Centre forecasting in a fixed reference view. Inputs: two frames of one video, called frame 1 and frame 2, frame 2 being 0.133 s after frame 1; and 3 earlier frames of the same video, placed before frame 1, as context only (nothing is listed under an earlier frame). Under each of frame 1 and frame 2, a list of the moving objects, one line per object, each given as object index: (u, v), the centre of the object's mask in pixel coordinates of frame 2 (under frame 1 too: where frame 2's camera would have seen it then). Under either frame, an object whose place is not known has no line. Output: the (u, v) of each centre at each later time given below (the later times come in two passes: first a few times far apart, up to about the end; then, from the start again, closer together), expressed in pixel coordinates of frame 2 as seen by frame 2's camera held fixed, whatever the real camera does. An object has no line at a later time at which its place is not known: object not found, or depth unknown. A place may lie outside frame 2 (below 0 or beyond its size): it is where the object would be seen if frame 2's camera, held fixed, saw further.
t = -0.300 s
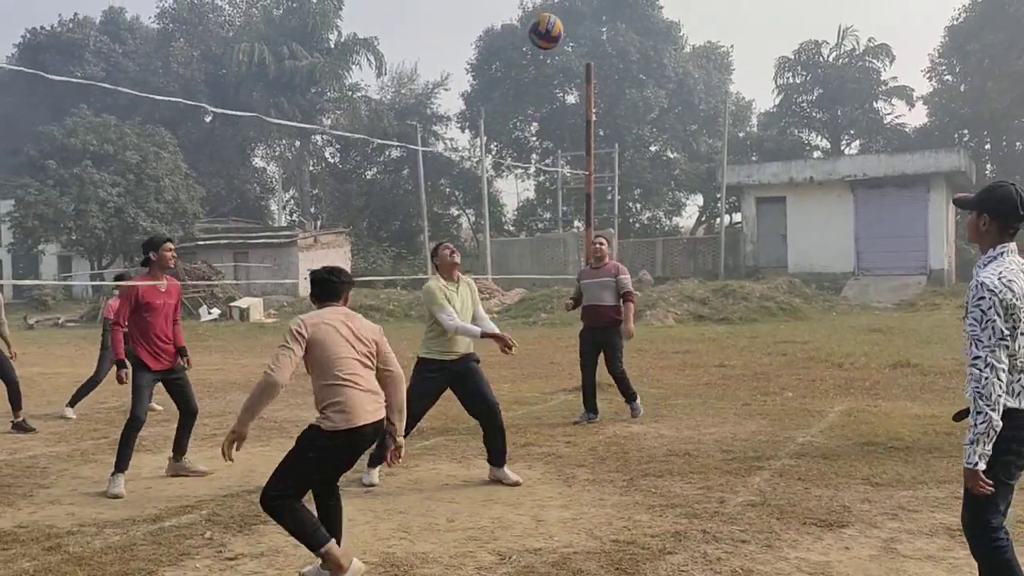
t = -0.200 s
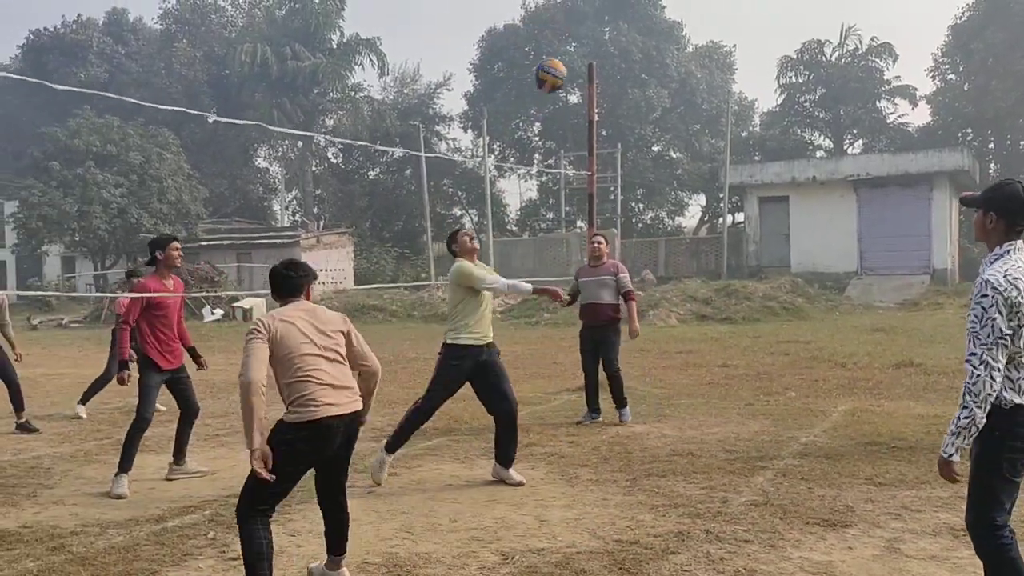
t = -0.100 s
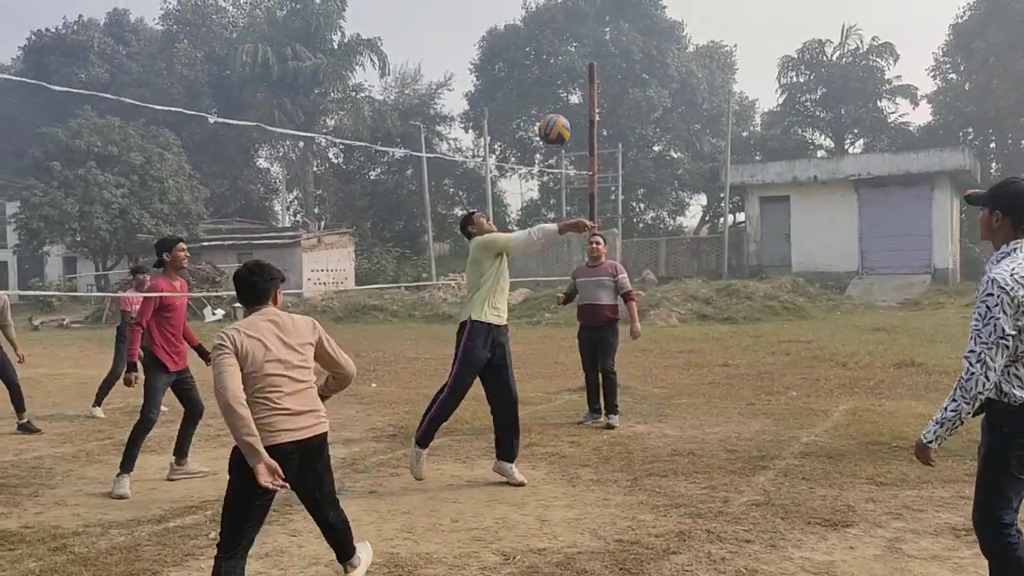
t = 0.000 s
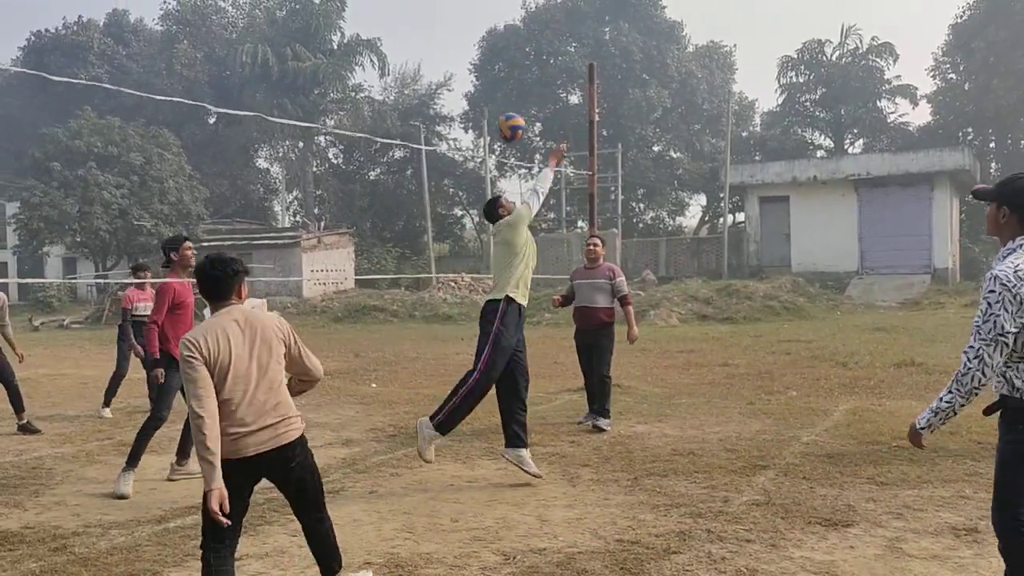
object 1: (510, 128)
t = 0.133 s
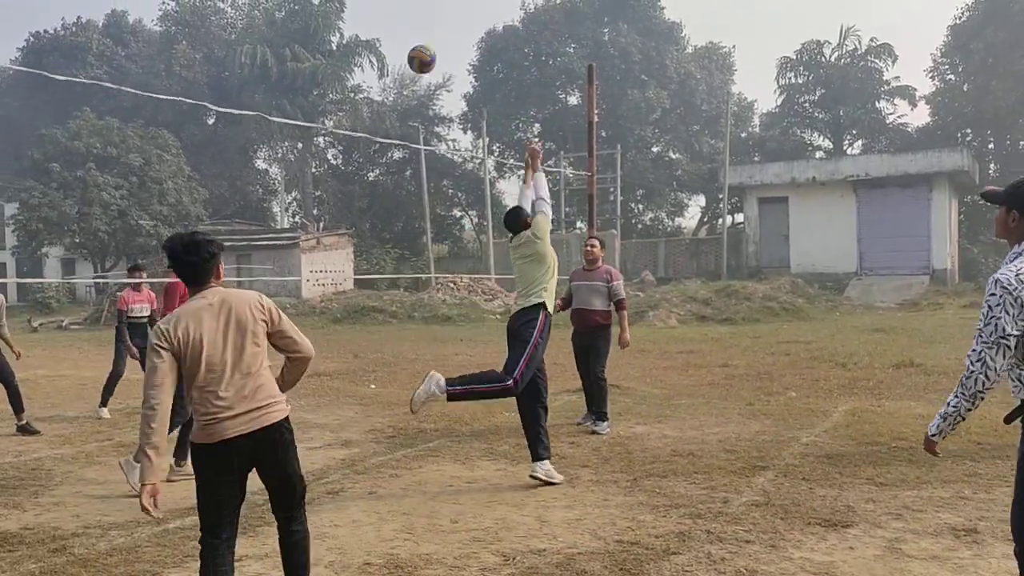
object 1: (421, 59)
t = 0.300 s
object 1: (324, 14)
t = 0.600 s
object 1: (176, 26)
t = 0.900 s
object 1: (58, 134)
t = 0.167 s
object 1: (400, 47)
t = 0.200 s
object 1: (380, 36)
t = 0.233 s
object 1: (360, 28)
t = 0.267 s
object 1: (342, 21)
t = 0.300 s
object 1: (324, 14)
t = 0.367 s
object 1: (287, 8)
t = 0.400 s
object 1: (270, 7)
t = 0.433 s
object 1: (252, 7)
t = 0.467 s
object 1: (236, 8)
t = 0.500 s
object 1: (221, 11)
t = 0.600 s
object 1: (176, 26)
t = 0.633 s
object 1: (160, 34)
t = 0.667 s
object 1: (147, 43)
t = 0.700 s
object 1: (133, 53)
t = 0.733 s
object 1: (119, 62)
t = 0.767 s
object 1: (108, 76)
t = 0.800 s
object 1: (97, 89)
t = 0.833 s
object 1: (83, 104)
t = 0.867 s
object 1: (71, 119)
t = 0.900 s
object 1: (58, 134)
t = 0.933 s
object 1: (47, 150)
